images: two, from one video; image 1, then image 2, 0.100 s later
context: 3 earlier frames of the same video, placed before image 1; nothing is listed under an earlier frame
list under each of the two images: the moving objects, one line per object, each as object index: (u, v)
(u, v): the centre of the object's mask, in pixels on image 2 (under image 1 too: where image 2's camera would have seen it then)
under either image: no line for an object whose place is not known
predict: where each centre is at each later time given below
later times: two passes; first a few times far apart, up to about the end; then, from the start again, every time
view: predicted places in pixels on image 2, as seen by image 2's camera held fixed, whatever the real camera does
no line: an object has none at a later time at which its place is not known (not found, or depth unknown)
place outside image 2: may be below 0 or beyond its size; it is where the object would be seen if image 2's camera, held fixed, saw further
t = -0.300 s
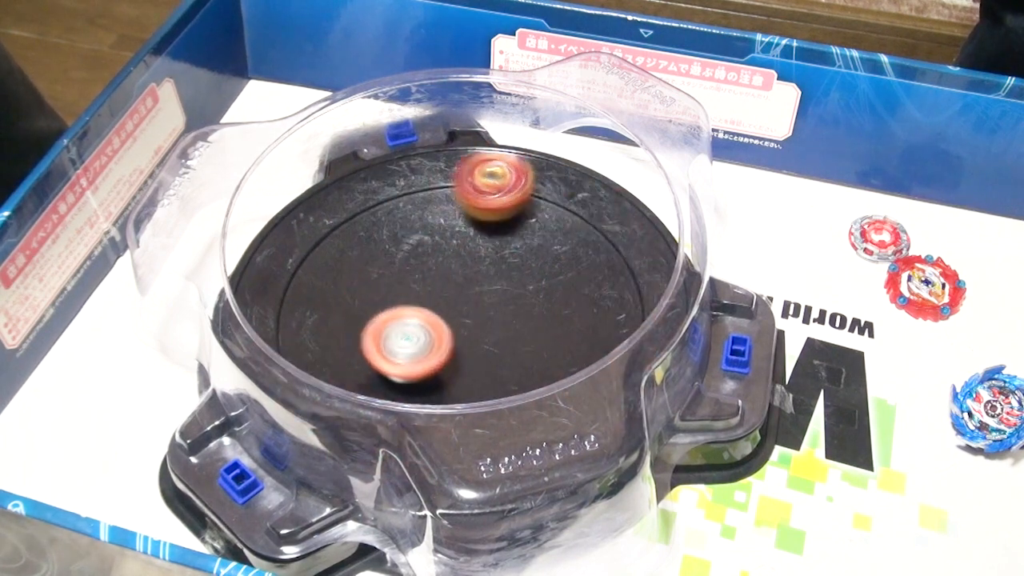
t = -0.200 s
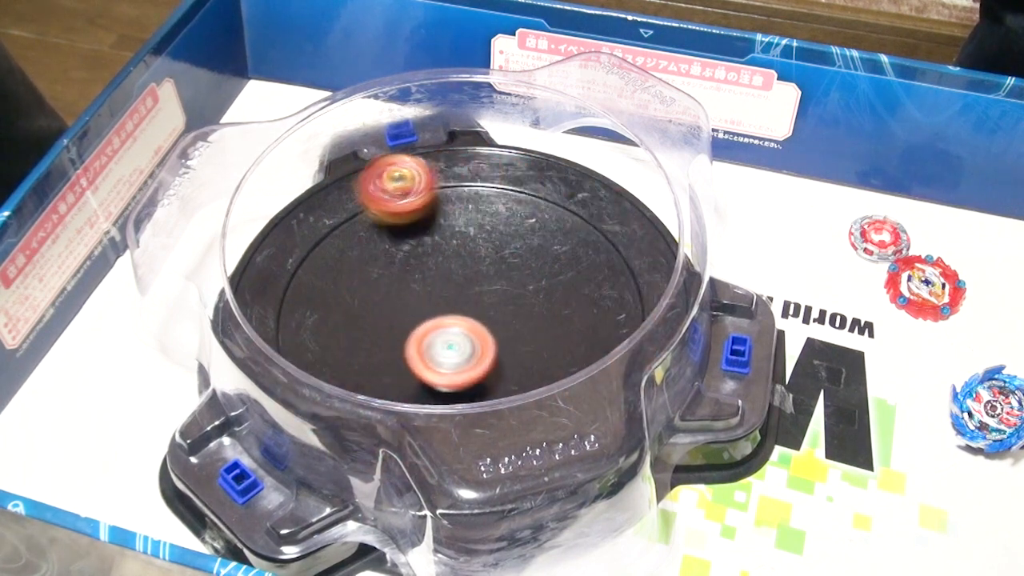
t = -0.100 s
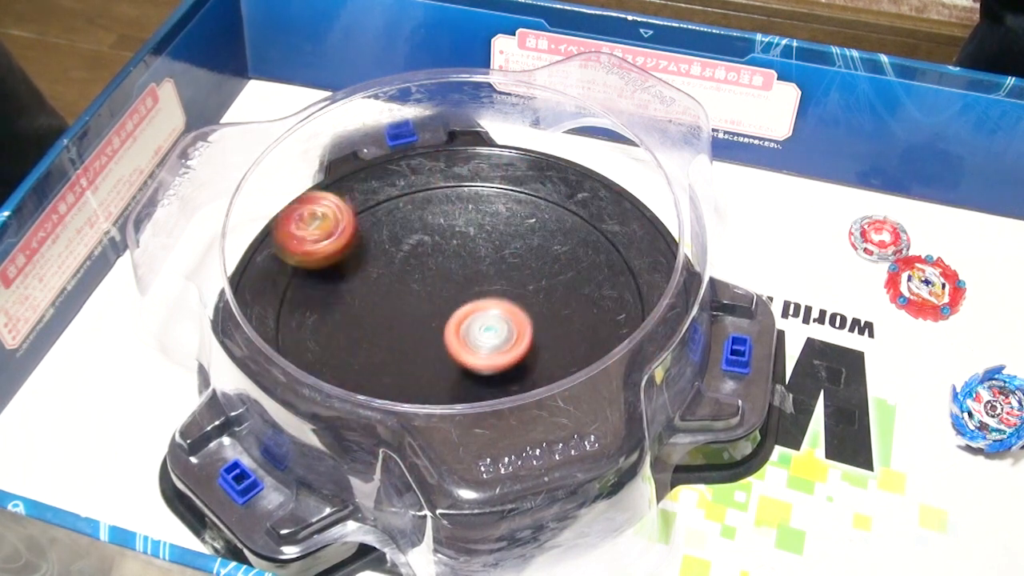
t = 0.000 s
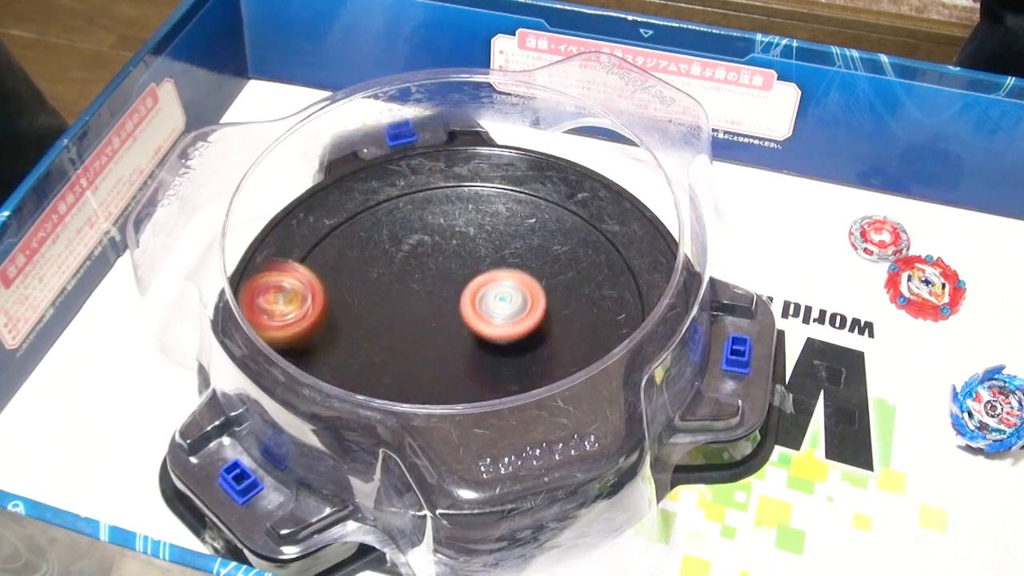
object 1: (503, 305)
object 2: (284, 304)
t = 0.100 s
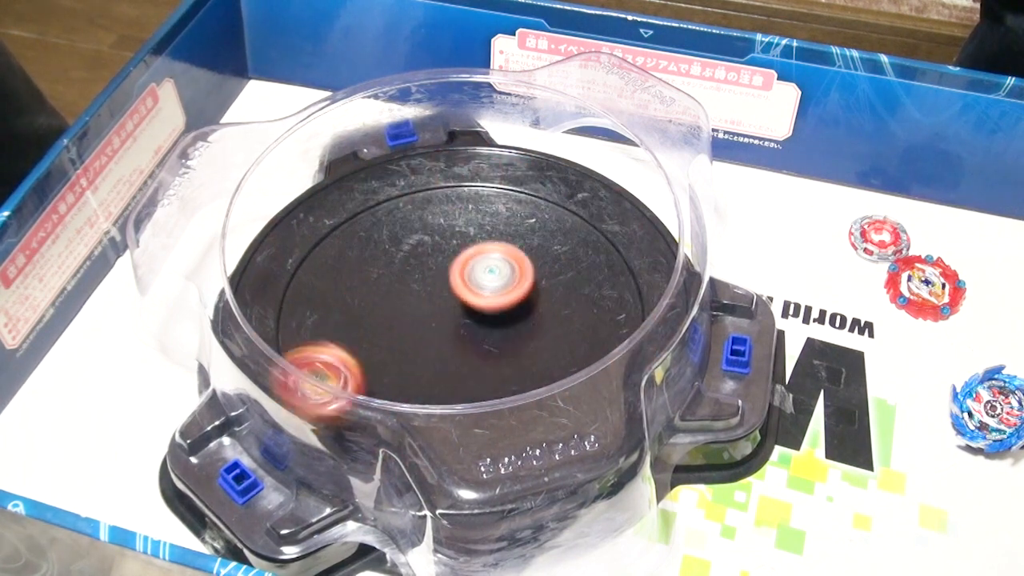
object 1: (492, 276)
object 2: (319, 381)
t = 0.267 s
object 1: (436, 264)
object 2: (497, 423)
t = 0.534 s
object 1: (421, 332)
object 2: (605, 247)
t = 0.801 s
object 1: (505, 314)
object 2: (397, 181)
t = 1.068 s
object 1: (461, 280)
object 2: (308, 355)
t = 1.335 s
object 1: (465, 315)
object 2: (561, 406)
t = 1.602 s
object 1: (463, 319)
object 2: (596, 228)
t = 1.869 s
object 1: (483, 314)
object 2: (371, 207)
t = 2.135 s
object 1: (432, 309)
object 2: (312, 377)
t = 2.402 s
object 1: (464, 331)
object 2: (565, 394)
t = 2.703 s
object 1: (448, 314)
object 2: (546, 202)
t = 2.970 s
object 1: (449, 297)
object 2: (331, 220)
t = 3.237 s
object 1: (438, 322)
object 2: (355, 398)
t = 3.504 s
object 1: (456, 301)
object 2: (600, 365)
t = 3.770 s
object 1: (470, 314)
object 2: (560, 205)
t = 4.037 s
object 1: (433, 298)
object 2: (345, 231)
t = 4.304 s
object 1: (458, 312)
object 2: (341, 399)
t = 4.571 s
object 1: (437, 326)
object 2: (578, 381)
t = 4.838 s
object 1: (479, 303)
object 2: (558, 218)
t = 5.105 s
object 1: (467, 320)
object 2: (355, 209)
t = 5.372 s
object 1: (441, 286)
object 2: (330, 363)
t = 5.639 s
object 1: (470, 322)
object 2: (559, 392)
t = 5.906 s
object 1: (451, 331)
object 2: (588, 233)
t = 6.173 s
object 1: (478, 288)
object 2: (393, 211)
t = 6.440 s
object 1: (477, 323)
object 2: (320, 349)
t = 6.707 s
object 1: (436, 322)
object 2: (522, 410)
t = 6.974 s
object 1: (487, 297)
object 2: (588, 261)
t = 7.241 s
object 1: (479, 336)
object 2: (418, 194)
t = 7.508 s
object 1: (447, 320)
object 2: (311, 323)
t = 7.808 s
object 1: (492, 293)
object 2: (516, 402)
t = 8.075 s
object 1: (476, 341)
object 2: (600, 265)
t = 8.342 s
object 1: (423, 320)
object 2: (434, 206)
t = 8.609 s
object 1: (480, 296)
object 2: (313, 323)
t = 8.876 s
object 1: (492, 332)
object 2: (465, 418)
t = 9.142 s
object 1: (423, 336)
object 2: (591, 297)
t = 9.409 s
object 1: (423, 284)
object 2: (468, 198)
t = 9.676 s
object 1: (483, 281)
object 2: (324, 284)
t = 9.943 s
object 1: (473, 331)
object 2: (429, 405)
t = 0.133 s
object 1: (483, 269)
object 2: (345, 403)
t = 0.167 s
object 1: (472, 264)
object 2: (377, 418)
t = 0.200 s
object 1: (461, 262)
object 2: (418, 429)
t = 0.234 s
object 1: (449, 262)
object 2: (457, 430)
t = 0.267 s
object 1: (436, 264)
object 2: (497, 423)
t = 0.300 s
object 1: (425, 268)
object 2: (532, 409)
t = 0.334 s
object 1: (416, 276)
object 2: (562, 393)
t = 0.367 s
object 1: (409, 284)
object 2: (585, 371)
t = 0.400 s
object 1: (405, 294)
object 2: (603, 346)
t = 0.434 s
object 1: (404, 305)
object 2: (613, 319)
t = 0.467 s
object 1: (406, 315)
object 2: (616, 296)
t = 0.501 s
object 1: (412, 324)
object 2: (615, 271)
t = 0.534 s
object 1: (421, 332)
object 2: (605, 247)
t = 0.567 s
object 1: (432, 339)
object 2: (591, 226)
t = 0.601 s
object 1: (445, 342)
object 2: (571, 207)
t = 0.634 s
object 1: (458, 343)
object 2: (548, 192)
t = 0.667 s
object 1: (472, 341)
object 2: (521, 182)
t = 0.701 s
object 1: (484, 337)
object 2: (489, 173)
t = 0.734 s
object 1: (494, 330)
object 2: (458, 170)
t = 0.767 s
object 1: (502, 322)
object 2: (427, 173)
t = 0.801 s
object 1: (505, 314)
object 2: (397, 181)
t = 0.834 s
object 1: (506, 305)
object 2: (367, 193)
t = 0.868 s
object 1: (503, 296)
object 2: (343, 210)
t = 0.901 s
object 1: (498, 288)
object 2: (322, 230)
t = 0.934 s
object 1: (490, 283)
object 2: (306, 254)
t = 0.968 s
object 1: (481, 280)
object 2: (296, 280)
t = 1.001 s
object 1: (473, 279)
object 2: (293, 307)
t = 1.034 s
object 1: (466, 279)
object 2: (300, 329)
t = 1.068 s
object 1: (461, 280)
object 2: (308, 355)
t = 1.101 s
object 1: (457, 283)
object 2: (326, 379)
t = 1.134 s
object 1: (455, 286)
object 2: (350, 401)
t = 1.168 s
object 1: (455, 290)
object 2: (379, 416)
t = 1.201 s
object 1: (456, 295)
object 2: (416, 428)
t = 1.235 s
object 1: (459, 300)
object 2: (452, 433)
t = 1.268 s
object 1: (462, 305)
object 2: (491, 435)
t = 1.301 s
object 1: (464, 311)
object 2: (527, 420)
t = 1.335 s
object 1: (465, 315)
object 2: (561, 406)
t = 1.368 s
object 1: (465, 320)
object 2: (589, 391)
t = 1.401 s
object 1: (464, 324)
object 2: (608, 366)
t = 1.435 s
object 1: (461, 326)
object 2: (623, 339)
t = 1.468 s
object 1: (458, 327)
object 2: (630, 315)
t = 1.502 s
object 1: (455, 326)
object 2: (628, 290)
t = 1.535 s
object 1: (456, 324)
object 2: (625, 269)
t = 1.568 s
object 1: (458, 322)
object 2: (613, 247)
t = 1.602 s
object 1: (463, 319)
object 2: (596, 228)
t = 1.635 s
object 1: (468, 316)
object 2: (574, 213)
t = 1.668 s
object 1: (473, 313)
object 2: (549, 201)
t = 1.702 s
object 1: (477, 310)
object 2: (521, 192)
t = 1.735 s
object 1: (481, 308)
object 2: (491, 187)
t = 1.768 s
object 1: (484, 308)
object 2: (460, 187)
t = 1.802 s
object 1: (486, 309)
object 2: (428, 190)
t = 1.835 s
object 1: (486, 311)
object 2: (398, 197)
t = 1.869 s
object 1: (483, 314)
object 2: (371, 207)
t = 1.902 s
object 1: (477, 317)
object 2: (346, 222)
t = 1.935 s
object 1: (469, 319)
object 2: (324, 240)
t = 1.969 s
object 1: (460, 319)
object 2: (306, 260)
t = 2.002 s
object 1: (450, 318)
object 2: (293, 283)
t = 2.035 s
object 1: (442, 315)
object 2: (287, 307)
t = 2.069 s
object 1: (437, 312)
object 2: (286, 329)
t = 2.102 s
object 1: (433, 310)
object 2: (294, 354)
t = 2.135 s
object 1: (432, 309)
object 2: (312, 377)
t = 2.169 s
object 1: (432, 310)
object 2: (338, 399)
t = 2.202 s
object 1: (434, 312)
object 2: (364, 418)
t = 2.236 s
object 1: (437, 315)
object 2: (397, 427)
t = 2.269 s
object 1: (441, 320)
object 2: (434, 433)
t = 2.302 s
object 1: (448, 324)
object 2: (469, 431)
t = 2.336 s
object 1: (454, 327)
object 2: (504, 422)
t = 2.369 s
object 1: (460, 329)
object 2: (538, 409)
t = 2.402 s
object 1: (464, 331)
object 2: (565, 394)
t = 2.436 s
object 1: (466, 332)
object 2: (586, 372)
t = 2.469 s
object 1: (467, 333)
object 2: (601, 347)
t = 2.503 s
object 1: (467, 333)
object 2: (608, 322)
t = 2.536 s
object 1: (465, 333)
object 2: (610, 300)
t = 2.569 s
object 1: (462, 331)
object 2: (608, 279)
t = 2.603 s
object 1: (458, 328)
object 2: (600, 256)
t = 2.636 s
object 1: (455, 324)
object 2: (586, 235)
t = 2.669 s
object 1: (451, 319)
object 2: (568, 217)
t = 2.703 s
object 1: (448, 314)
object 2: (546, 202)
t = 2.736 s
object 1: (446, 308)
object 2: (521, 191)
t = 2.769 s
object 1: (446, 302)
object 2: (493, 183)
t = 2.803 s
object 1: (448, 296)
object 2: (465, 179)
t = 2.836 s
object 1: (451, 293)
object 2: (436, 178)
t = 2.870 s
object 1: (453, 291)
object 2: (407, 182)
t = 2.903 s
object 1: (453, 291)
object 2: (380, 191)
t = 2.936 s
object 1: (452, 293)
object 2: (354, 203)
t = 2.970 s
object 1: (449, 297)
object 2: (331, 220)
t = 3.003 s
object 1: (447, 302)
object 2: (312, 240)
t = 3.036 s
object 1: (445, 308)
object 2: (299, 263)
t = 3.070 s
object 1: (443, 312)
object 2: (293, 287)
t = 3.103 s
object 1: (442, 316)
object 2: (293, 313)
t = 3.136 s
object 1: (440, 320)
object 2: (304, 333)
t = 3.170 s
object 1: (439, 322)
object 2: (313, 357)
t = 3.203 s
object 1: (438, 323)
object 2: (332, 378)
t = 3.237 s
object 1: (438, 322)
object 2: (355, 398)
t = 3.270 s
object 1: (437, 321)
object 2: (385, 411)
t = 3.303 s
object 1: (438, 319)
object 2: (420, 419)
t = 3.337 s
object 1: (439, 316)
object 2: (453, 424)
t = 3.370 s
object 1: (441, 313)
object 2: (489, 421)
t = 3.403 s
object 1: (443, 310)
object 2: (522, 413)
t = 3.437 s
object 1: (447, 306)
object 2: (554, 401)
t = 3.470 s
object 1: (451, 303)
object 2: (579, 384)
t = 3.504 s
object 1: (456, 301)
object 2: (600, 365)
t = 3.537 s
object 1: (461, 299)
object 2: (615, 341)
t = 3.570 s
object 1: (467, 299)
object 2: (624, 319)
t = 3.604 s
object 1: (471, 300)
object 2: (624, 294)
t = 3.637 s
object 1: (476, 303)
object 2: (624, 274)
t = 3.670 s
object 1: (478, 307)
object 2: (614, 254)
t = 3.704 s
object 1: (477, 311)
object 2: (601, 235)
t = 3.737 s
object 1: (474, 313)
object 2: (583, 218)
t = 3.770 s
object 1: (470, 314)
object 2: (560, 205)
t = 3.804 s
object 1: (463, 315)
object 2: (535, 196)
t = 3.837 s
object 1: (456, 314)
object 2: (508, 191)
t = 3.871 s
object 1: (449, 314)
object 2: (479, 188)
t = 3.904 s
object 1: (443, 312)
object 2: (449, 189)
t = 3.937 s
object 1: (438, 310)
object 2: (422, 194)
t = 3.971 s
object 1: (435, 306)
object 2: (393, 203)
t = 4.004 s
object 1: (433, 303)
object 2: (368, 215)
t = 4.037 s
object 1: (433, 298)
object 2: (345, 231)
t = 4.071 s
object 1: (436, 294)
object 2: (328, 248)
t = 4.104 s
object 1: (441, 291)
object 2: (312, 269)
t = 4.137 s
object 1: (446, 291)
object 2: (301, 290)
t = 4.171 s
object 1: (449, 292)
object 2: (296, 313)
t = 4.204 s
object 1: (452, 295)
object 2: (302, 333)
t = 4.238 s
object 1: (454, 300)
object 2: (314, 349)
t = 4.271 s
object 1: (457, 306)
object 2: (321, 378)
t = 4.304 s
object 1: (458, 312)
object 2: (341, 399)
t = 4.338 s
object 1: (458, 317)
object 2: (366, 416)
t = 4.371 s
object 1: (458, 322)
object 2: (394, 425)
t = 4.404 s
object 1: (456, 326)
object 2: (430, 433)
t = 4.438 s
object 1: (454, 330)
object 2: (465, 431)
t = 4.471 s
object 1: (449, 331)
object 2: (499, 424)
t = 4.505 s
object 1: (445, 332)
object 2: (529, 412)
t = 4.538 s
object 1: (440, 330)
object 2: (556, 400)
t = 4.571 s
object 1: (437, 326)
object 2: (578, 381)
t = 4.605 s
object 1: (436, 321)
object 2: (592, 359)
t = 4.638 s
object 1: (438, 318)
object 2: (602, 337)
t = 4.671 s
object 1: (443, 314)
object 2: (606, 314)
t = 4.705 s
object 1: (450, 311)
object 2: (607, 294)
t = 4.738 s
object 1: (459, 308)
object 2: (601, 272)
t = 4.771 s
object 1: (466, 306)
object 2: (590, 253)
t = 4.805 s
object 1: (473, 304)
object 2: (577, 234)
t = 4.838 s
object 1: (479, 303)
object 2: (558, 218)
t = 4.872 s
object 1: (484, 304)
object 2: (537, 206)
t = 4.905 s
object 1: (489, 306)
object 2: (513, 196)
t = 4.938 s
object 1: (490, 309)
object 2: (487, 188)
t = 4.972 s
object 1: (490, 313)
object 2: (459, 185)
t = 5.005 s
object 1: (486, 318)
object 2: (431, 185)
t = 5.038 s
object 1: (480, 320)
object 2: (404, 190)
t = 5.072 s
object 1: (474, 321)
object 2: (380, 197)
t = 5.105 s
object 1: (467, 320)
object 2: (355, 209)
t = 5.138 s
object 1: (460, 317)
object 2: (333, 225)
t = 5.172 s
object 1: (453, 314)
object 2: (317, 243)
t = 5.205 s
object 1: (446, 310)
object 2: (306, 262)
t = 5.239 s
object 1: (442, 305)
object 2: (297, 284)
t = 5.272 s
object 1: (438, 300)
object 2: (295, 308)
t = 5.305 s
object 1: (436, 295)
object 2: (303, 329)
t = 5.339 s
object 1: (438, 290)
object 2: (317, 344)
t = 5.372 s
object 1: (441, 286)
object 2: (330, 363)
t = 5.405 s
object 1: (447, 284)
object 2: (350, 388)
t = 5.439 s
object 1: (452, 285)
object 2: (375, 404)
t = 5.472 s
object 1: (457, 288)
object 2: (406, 412)
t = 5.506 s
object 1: (462, 292)
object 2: (439, 419)
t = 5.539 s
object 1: (465, 299)
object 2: (469, 419)
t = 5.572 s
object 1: (467, 306)
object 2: (503, 414)
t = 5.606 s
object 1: (470, 314)
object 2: (533, 403)
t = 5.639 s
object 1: (470, 322)
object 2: (559, 392)
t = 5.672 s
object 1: (468, 330)
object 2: (583, 374)
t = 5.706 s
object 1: (465, 336)
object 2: (599, 354)
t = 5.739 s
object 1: (459, 341)
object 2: (610, 332)
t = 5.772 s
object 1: (453, 343)
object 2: (616, 311)
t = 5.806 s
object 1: (450, 343)
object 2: (617, 289)
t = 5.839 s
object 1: (448, 341)
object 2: (612, 270)
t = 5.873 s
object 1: (448, 337)
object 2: (603, 250)
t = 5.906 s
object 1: (451, 331)
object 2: (588, 233)
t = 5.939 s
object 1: (454, 325)
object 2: (570, 220)
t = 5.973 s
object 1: (456, 317)
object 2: (549, 208)
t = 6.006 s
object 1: (460, 310)
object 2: (525, 199)
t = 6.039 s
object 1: (463, 304)
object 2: (499, 195)
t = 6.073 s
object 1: (466, 298)
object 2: (471, 194)
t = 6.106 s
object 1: (470, 293)
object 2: (445, 196)
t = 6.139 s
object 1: (474, 290)
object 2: (418, 202)
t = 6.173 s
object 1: (478, 288)
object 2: (393, 211)
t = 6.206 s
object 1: (482, 288)
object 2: (370, 222)
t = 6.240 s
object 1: (486, 289)
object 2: (348, 237)
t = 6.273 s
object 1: (489, 292)
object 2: (331, 255)
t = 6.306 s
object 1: (491, 297)
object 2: (319, 273)
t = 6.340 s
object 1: (492, 303)
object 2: (309, 294)
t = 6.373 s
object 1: (489, 310)
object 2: (305, 317)
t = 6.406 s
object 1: (484, 316)
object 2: (311, 335)
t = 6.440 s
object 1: (477, 323)
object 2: (320, 349)
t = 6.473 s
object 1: (468, 330)
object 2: (329, 376)
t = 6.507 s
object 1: (458, 333)
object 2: (347, 396)
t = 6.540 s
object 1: (448, 335)
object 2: (371, 410)
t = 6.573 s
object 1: (439, 334)
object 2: (398, 417)
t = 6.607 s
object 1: (433, 332)
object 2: (431, 425)
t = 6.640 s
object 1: (430, 329)
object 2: (462, 427)
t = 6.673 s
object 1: (432, 326)
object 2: (493, 419)
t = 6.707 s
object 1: (436, 322)
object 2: (522, 410)
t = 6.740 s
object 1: (441, 318)
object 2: (546, 398)
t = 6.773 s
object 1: (448, 312)
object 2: (567, 381)
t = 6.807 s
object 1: (456, 308)
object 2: (584, 362)
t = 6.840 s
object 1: (462, 304)
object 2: (593, 340)
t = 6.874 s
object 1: (468, 300)
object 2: (598, 319)
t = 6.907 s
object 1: (475, 298)
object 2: (601, 300)
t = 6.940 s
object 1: (482, 297)
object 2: (595, 280)
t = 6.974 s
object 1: (487, 297)
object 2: (588, 261)
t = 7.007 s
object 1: (492, 298)
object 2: (575, 243)
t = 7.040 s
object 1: (496, 301)
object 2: (560, 228)
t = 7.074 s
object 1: (498, 305)
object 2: (541, 214)
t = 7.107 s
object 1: (498, 310)
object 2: (519, 205)
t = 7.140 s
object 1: (496, 316)
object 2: (495, 197)
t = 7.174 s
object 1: (493, 323)
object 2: (469, 193)
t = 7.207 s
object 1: (487, 330)
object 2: (444, 193)
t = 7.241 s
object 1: (479, 336)
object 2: (418, 194)
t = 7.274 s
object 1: (470, 340)
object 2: (392, 201)
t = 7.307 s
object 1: (460, 341)
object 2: (370, 211)
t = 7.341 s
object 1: (452, 340)
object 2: (350, 224)
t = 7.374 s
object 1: (446, 338)
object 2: (332, 241)
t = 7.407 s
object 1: (442, 336)
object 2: (320, 259)
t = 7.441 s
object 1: (441, 331)
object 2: (311, 279)
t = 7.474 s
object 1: (443, 326)
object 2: (307, 301)
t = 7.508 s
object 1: (447, 320)
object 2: (311, 323)
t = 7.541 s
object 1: (451, 314)
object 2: (320, 340)
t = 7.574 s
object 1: (456, 308)
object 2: (335, 355)
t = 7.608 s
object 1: (461, 302)
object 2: (356, 367)
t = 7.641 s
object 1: (466, 298)
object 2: (372, 391)
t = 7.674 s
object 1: (472, 294)
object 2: (398, 404)
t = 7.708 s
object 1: (477, 292)
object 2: (429, 411)
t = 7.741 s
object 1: (482, 290)
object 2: (457, 413)
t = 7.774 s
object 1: (487, 291)
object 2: (489, 410)
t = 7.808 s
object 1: (492, 293)
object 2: (516, 402)
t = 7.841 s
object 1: (495, 297)
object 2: (544, 395)
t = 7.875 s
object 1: (497, 302)
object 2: (565, 378)
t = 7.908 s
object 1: (498, 308)
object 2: (584, 363)
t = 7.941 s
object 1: (497, 315)
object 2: (598, 342)
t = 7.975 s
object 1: (495, 323)
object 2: (603, 319)
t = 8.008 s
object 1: (491, 330)
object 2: (609, 302)
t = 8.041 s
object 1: (484, 337)
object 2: (607, 283)
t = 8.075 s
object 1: (476, 341)
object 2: (600, 265)
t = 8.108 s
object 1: (466, 344)
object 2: (588, 248)
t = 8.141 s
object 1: (457, 346)
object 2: (574, 233)
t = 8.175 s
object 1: (447, 345)
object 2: (554, 221)
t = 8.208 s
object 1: (438, 343)
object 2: (534, 213)
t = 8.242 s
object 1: (430, 338)
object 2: (510, 206)
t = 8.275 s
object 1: (424, 333)
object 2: (485, 203)
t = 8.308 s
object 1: (422, 326)
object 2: (459, 203)
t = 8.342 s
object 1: (423, 320)
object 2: (434, 206)
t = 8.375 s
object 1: (426, 314)
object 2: (410, 212)
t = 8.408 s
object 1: (432, 310)
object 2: (387, 221)
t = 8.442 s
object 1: (439, 306)
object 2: (367, 233)
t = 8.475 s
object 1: (447, 303)
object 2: (349, 247)
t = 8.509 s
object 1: (454, 300)
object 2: (332, 265)
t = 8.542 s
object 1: (463, 298)
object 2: (322, 282)
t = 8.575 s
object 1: (471, 297)
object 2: (313, 301)
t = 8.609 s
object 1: (480, 296)
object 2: (313, 323)
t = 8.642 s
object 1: (487, 298)
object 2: (318, 338)
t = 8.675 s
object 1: (493, 299)
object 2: (328, 353)
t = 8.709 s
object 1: (498, 303)
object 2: (340, 378)
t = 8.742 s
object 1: (500, 307)
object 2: (358, 393)
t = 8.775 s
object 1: (501, 313)
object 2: (381, 406)
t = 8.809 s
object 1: (500, 319)
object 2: (408, 414)
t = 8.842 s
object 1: (497, 326)
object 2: (436, 419)
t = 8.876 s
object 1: (492, 332)
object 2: (465, 418)
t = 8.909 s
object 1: (485, 337)
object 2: (493, 412)
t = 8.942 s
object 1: (476, 341)
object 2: (522, 403)
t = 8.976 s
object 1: (467, 344)
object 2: (542, 389)
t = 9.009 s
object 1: (458, 345)
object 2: (561, 372)
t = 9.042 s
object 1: (448, 345)
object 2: (575, 355)
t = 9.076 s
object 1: (439, 343)
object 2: (583, 333)
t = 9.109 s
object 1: (430, 340)
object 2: (590, 318)
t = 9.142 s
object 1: (423, 336)
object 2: (591, 297)
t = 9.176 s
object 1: (416, 330)
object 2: (587, 280)
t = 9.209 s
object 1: (411, 324)
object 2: (579, 260)
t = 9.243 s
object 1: (409, 317)
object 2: (566, 246)
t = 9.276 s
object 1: (408, 310)
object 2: (553, 230)
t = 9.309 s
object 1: (409, 303)
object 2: (536, 219)
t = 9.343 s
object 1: (412, 296)
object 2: (514, 208)
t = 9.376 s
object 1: (417, 290)
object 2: (493, 203)
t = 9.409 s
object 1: (423, 284)
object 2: (468, 198)
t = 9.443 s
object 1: (431, 279)
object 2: (445, 199)
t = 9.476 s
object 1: (439, 275)
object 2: (420, 201)
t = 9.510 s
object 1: (447, 273)
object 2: (397, 209)
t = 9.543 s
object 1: (455, 272)
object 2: (377, 218)
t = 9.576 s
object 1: (463, 273)
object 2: (356, 232)
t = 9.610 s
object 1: (470, 275)
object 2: (342, 247)
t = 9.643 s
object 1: (477, 277)
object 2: (329, 265)
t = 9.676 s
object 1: (483, 281)
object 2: (324, 284)
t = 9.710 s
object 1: (486, 286)
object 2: (319, 304)
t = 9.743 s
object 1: (489, 292)
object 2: (323, 325)
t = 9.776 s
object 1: (490, 299)
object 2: (330, 341)
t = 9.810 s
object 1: (490, 306)
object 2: (344, 356)
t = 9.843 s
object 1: (488, 312)
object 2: (362, 366)
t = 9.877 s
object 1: (484, 319)
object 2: (378, 389)
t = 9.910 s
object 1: (480, 326)
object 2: (404, 398)
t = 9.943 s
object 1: (473, 331)
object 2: (429, 405)
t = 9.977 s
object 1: (466, 334)
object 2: (457, 409)
